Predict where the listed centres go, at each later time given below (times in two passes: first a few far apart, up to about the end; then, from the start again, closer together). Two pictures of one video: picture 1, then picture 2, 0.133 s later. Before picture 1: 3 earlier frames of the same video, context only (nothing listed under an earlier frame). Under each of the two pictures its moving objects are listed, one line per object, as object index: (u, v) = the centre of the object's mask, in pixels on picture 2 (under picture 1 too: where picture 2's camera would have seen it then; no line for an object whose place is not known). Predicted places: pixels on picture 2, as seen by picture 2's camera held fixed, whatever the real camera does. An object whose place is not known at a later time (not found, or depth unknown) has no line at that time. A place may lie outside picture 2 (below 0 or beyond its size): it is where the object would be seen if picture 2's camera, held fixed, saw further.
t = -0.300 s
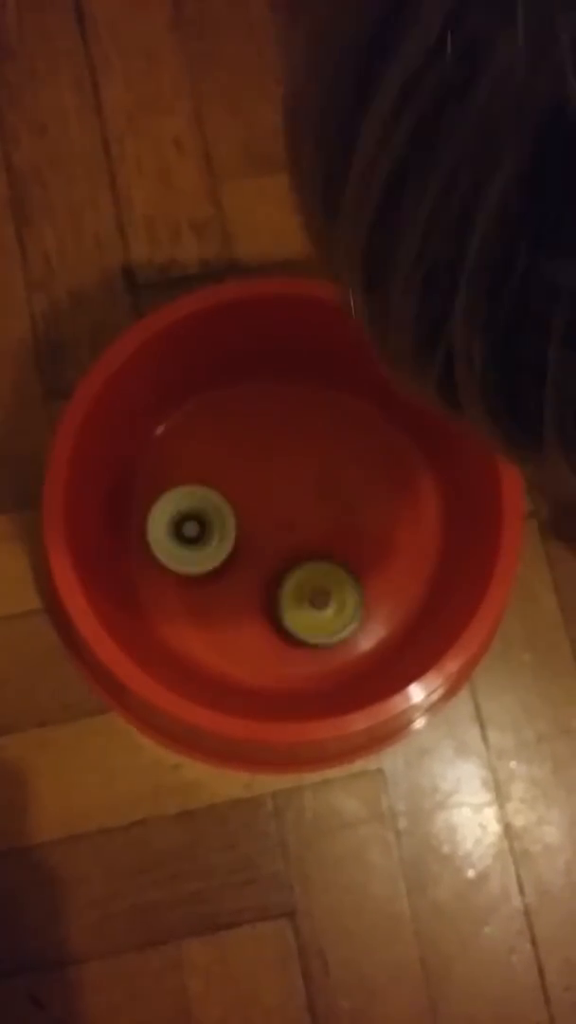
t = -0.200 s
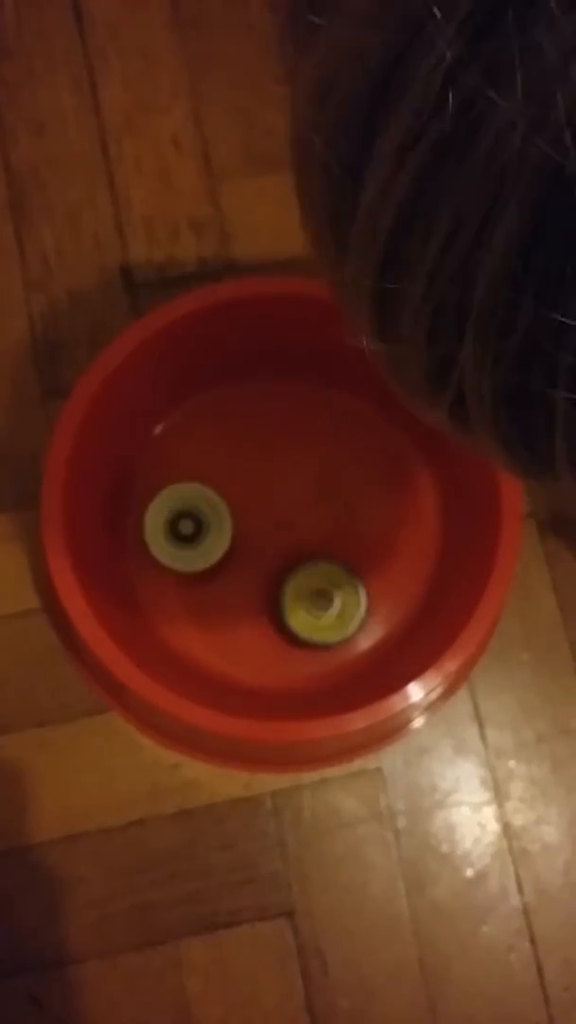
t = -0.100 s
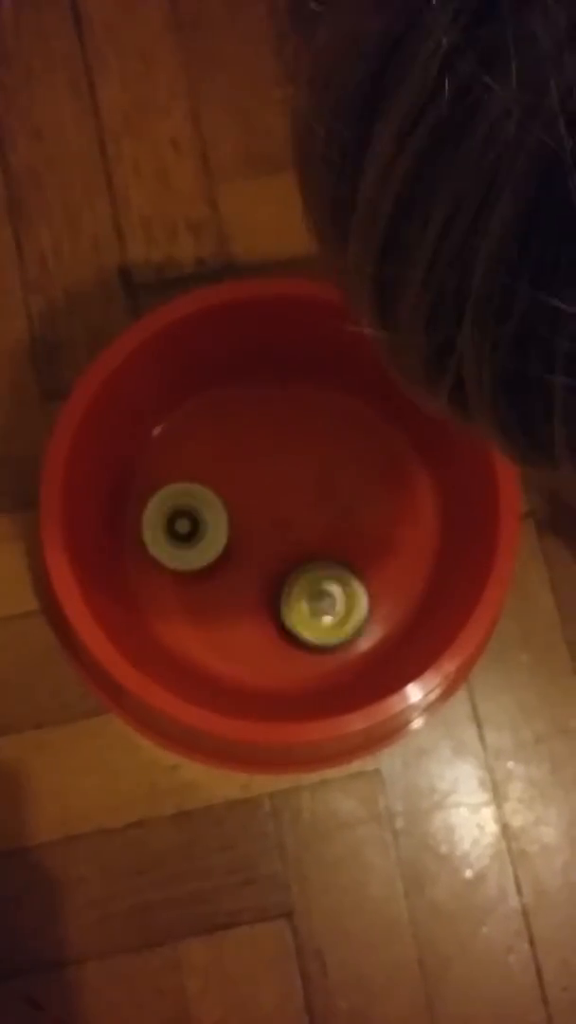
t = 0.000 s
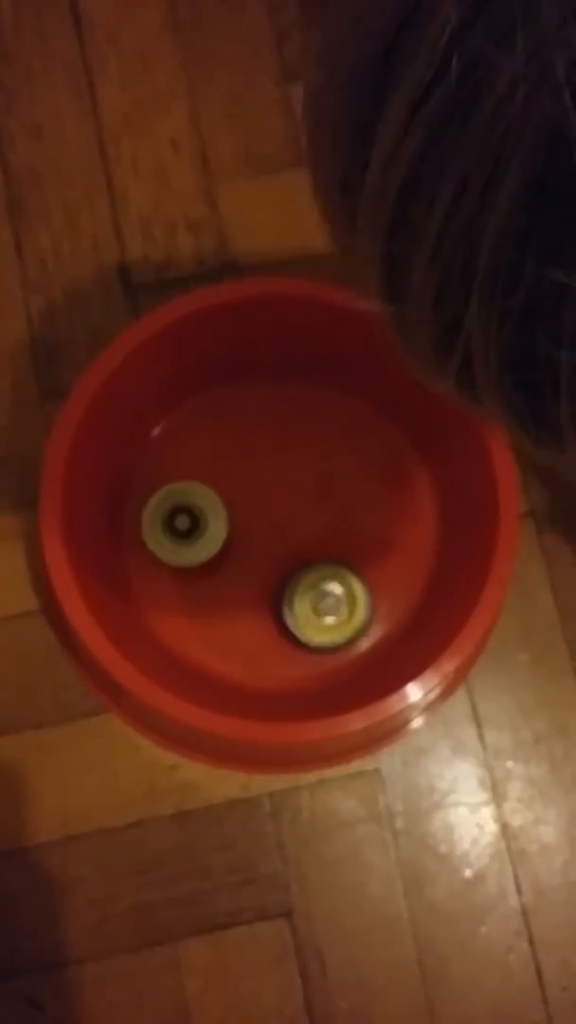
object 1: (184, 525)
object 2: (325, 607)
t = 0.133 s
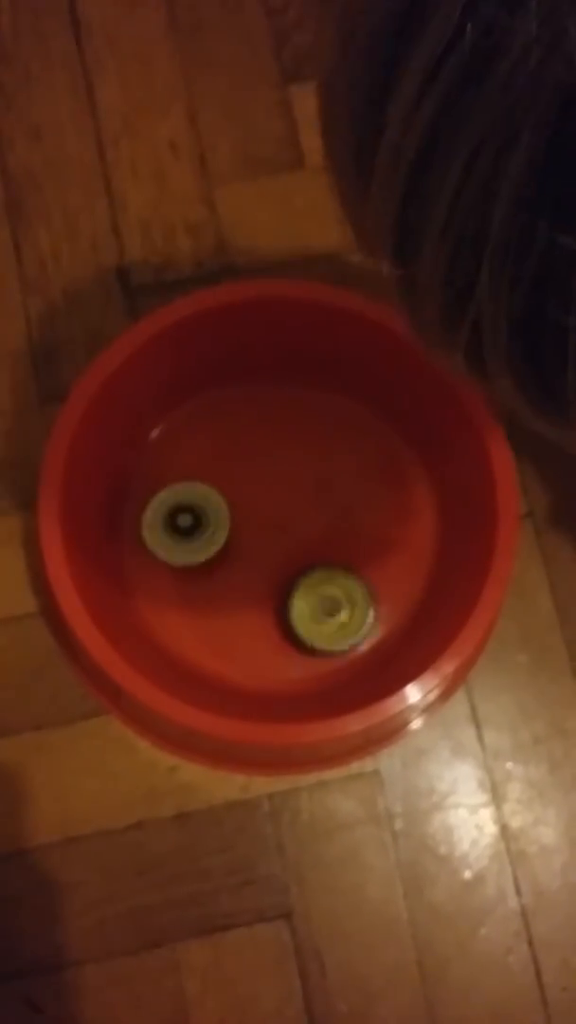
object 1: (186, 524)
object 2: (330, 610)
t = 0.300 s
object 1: (188, 523)
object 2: (338, 613)
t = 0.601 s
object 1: (187, 524)
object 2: (363, 618)
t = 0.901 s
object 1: (186, 519)
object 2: (329, 564)
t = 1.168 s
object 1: (190, 519)
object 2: (294, 543)
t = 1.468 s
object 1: (164, 496)
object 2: (261, 540)
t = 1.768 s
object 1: (185, 442)
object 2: (258, 552)
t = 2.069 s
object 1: (234, 442)
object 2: (261, 555)
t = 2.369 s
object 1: (233, 459)
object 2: (263, 554)
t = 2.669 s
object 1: (224, 442)
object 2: (260, 550)
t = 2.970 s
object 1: (257, 422)
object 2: (260, 551)
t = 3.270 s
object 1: (274, 435)
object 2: (263, 554)
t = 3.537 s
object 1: (274, 435)
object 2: (261, 551)
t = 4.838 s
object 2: (267, 543)
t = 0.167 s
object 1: (187, 523)
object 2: (331, 611)
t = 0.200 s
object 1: (187, 523)
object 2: (334, 612)
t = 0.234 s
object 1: (188, 523)
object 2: (335, 612)
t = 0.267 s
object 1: (188, 523)
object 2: (336, 613)
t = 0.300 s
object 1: (188, 523)
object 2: (338, 613)
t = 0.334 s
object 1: (188, 523)
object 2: (339, 615)
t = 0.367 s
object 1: (188, 523)
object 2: (342, 615)
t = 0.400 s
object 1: (188, 524)
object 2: (344, 616)
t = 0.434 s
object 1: (188, 524)
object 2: (346, 616)
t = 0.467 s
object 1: (188, 525)
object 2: (350, 616)
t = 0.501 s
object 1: (187, 524)
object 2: (354, 617)
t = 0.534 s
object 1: (187, 524)
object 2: (357, 615)
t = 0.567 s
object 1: (187, 524)
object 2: (359, 617)
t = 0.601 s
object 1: (187, 524)
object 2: (363, 618)
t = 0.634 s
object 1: (188, 524)
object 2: (359, 611)
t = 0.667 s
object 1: (189, 525)
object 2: (353, 601)
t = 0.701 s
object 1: (187, 526)
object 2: (351, 595)
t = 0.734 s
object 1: (186, 524)
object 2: (345, 588)
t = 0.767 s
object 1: (186, 522)
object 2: (344, 582)
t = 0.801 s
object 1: (186, 523)
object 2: (341, 578)
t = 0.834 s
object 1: (186, 522)
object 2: (337, 573)
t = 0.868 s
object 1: (185, 521)
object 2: (334, 569)
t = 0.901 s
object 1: (186, 519)
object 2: (329, 564)
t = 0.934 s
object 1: (187, 519)
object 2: (324, 560)
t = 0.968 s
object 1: (187, 519)
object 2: (321, 558)
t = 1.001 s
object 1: (188, 518)
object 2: (316, 555)
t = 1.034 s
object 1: (188, 518)
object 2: (313, 551)
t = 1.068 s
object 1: (189, 518)
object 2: (307, 549)
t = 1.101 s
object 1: (190, 518)
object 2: (304, 547)
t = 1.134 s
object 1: (190, 519)
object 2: (299, 544)
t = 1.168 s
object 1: (190, 519)
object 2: (294, 543)
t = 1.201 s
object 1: (191, 519)
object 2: (291, 543)
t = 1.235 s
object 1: (191, 519)
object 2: (286, 540)
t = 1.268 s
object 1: (189, 519)
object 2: (280, 538)
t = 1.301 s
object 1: (181, 517)
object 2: (277, 540)
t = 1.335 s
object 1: (177, 516)
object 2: (274, 539)
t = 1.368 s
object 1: (176, 512)
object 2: (269, 538)
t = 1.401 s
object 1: (176, 508)
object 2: (265, 539)
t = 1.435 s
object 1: (173, 504)
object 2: (263, 540)
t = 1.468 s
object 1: (164, 496)
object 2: (261, 540)
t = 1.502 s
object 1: (160, 489)
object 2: (258, 542)
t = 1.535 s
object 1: (159, 481)
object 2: (258, 545)
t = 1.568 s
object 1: (161, 475)
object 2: (257, 546)
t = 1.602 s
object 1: (163, 469)
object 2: (256, 547)
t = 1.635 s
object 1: (166, 462)
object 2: (256, 548)
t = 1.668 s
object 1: (169, 456)
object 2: (255, 548)
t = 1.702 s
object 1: (175, 450)
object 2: (254, 549)
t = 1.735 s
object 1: (179, 446)
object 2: (255, 551)
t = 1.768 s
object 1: (185, 442)
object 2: (258, 552)
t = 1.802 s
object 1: (190, 439)
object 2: (255, 552)
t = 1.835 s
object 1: (198, 436)
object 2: (256, 555)
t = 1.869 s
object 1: (203, 435)
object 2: (257, 555)
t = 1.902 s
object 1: (210, 435)
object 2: (259, 554)
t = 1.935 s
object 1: (216, 436)
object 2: (258, 555)
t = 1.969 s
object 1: (222, 436)
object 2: (259, 557)
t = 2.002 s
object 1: (226, 439)
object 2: (261, 557)
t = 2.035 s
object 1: (230, 440)
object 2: (261, 554)
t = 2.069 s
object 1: (234, 442)
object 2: (261, 555)
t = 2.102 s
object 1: (236, 446)
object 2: (261, 556)
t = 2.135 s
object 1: (239, 449)
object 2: (263, 556)
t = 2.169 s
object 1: (238, 452)
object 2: (263, 554)
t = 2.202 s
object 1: (239, 453)
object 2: (263, 555)
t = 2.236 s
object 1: (239, 456)
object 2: (263, 555)
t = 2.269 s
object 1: (238, 456)
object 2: (264, 553)
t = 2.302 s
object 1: (236, 458)
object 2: (262, 553)
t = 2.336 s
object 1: (236, 459)
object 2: (263, 554)
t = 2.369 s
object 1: (233, 459)
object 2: (263, 554)
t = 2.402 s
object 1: (233, 458)
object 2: (263, 551)
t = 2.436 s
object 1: (231, 459)
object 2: (263, 551)
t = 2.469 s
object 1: (229, 458)
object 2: (262, 551)
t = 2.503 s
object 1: (228, 456)
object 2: (263, 552)
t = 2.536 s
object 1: (226, 455)
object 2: (262, 550)
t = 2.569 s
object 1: (225, 452)
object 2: (262, 550)
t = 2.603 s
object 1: (225, 449)
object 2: (262, 551)
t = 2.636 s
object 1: (224, 446)
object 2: (262, 550)
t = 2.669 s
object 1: (224, 442)
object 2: (260, 550)
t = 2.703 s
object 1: (226, 438)
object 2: (260, 551)
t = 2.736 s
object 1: (227, 434)
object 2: (261, 552)
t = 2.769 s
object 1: (232, 431)
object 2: (262, 549)
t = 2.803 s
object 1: (234, 427)
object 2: (259, 550)
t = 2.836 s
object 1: (239, 425)
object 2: (259, 551)
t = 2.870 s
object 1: (243, 423)
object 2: (260, 553)
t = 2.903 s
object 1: (248, 422)
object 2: (260, 551)
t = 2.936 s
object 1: (252, 421)
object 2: (260, 551)
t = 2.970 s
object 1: (257, 422)
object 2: (260, 551)
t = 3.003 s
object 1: (261, 422)
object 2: (260, 552)
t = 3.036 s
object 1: (265, 424)
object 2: (260, 551)
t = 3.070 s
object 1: (268, 425)
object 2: (260, 552)
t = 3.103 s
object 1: (270, 428)
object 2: (261, 553)
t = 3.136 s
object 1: (272, 430)
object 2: (263, 552)
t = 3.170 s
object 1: (273, 431)
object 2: (260, 550)
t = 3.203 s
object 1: (274, 433)
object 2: (260, 552)
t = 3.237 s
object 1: (274, 434)
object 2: (261, 555)
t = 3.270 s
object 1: (274, 435)
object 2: (263, 554)
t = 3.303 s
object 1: (274, 435)
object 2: (262, 551)
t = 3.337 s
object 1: (274, 435)
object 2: (261, 552)
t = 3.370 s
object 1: (274, 435)
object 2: (260, 554)
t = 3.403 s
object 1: (274, 436)
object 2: (262, 554)
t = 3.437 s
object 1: (274, 436)
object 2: (262, 552)
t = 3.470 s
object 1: (274, 435)
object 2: (262, 552)
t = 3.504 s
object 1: (273, 436)
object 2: (261, 551)
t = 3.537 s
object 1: (274, 435)
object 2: (261, 551)
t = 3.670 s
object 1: (275, 428)
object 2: (262, 549)
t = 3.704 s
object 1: (276, 425)
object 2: (259, 547)
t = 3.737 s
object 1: (278, 423)
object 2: (260, 548)
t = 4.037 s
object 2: (263, 546)
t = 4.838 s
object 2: (267, 543)
